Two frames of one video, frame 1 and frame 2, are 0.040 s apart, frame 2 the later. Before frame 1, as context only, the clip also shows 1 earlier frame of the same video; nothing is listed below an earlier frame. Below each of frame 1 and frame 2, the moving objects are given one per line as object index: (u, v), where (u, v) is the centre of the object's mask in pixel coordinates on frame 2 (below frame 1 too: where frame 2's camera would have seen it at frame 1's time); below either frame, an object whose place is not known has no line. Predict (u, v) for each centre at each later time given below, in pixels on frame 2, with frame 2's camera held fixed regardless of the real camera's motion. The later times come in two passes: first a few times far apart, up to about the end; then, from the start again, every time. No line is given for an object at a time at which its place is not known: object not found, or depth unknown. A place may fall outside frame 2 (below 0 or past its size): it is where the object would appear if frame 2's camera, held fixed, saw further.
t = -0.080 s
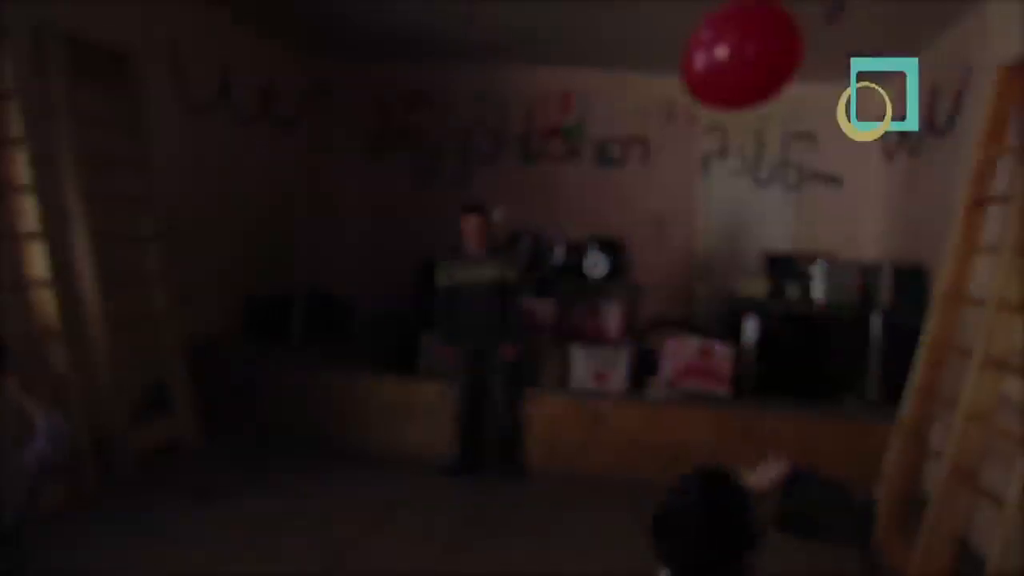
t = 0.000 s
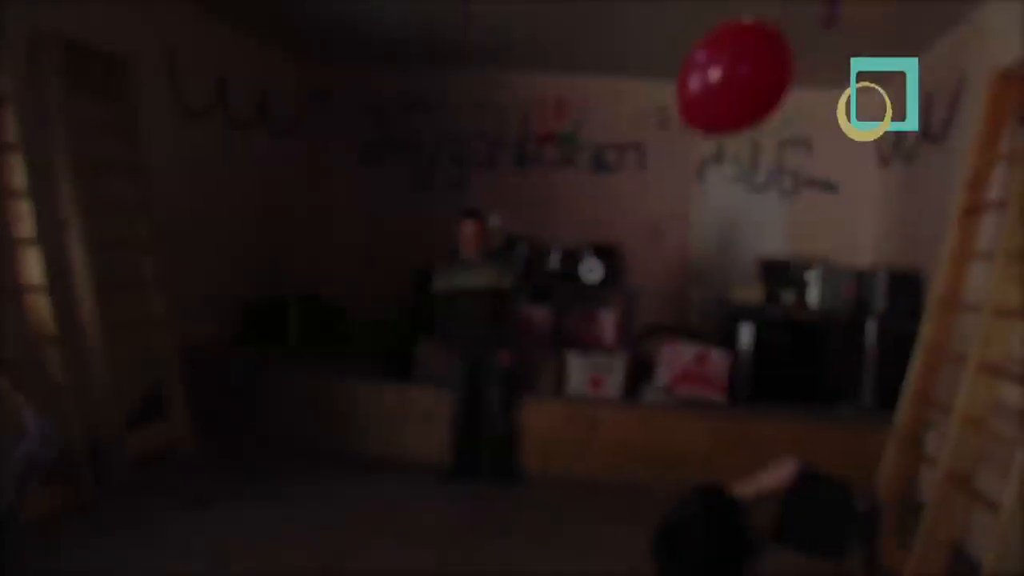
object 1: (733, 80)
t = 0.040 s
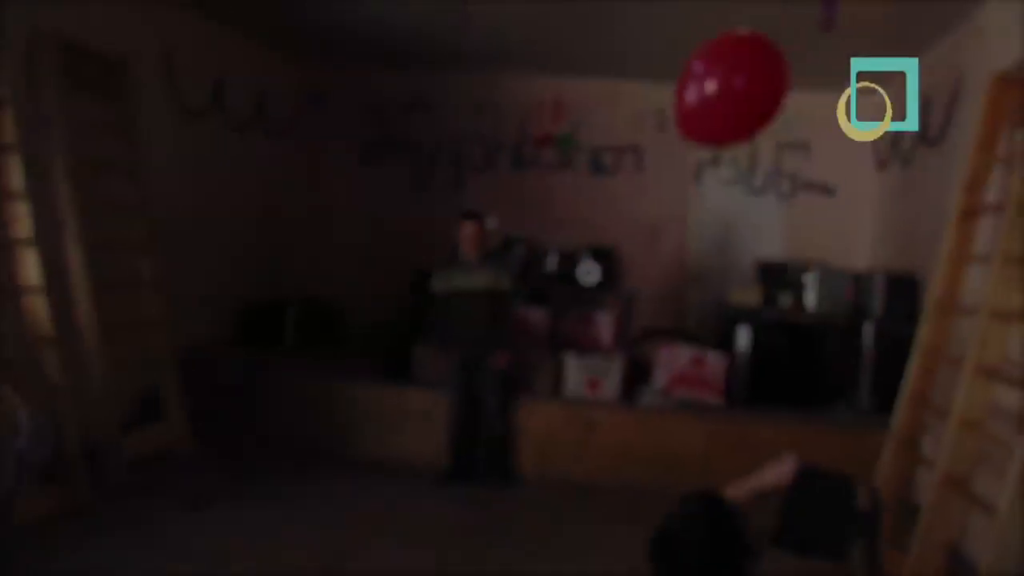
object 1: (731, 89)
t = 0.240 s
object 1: (718, 160)
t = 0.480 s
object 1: (695, 280)
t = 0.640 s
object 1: (676, 361)
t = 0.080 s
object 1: (727, 101)
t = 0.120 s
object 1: (725, 113)
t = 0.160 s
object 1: (722, 127)
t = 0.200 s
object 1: (720, 143)
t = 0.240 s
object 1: (718, 160)
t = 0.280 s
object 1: (715, 179)
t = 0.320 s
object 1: (712, 197)
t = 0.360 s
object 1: (708, 217)
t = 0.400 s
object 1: (704, 237)
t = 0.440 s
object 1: (700, 258)
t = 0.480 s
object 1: (695, 280)
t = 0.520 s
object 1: (692, 299)
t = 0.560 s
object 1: (686, 320)
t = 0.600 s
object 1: (682, 342)
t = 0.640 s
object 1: (676, 361)
